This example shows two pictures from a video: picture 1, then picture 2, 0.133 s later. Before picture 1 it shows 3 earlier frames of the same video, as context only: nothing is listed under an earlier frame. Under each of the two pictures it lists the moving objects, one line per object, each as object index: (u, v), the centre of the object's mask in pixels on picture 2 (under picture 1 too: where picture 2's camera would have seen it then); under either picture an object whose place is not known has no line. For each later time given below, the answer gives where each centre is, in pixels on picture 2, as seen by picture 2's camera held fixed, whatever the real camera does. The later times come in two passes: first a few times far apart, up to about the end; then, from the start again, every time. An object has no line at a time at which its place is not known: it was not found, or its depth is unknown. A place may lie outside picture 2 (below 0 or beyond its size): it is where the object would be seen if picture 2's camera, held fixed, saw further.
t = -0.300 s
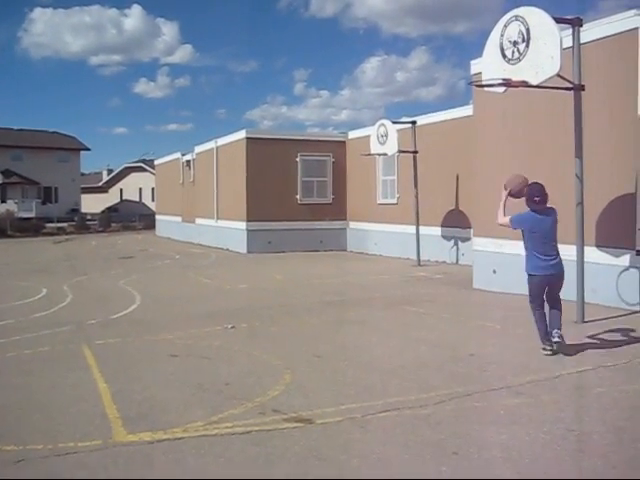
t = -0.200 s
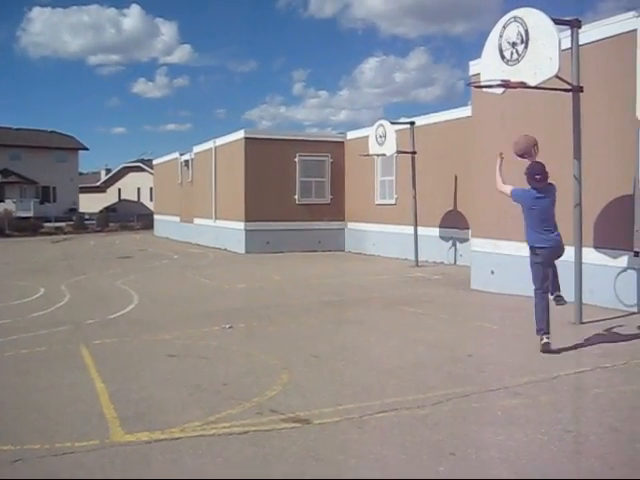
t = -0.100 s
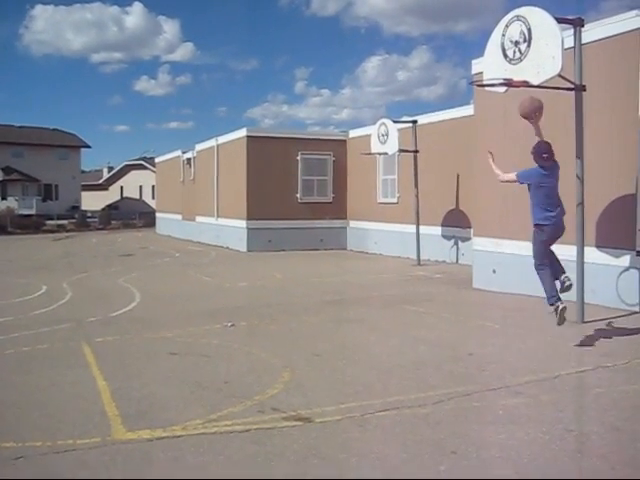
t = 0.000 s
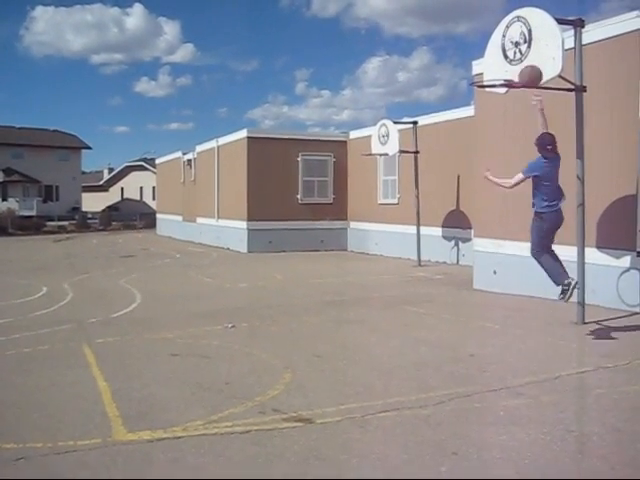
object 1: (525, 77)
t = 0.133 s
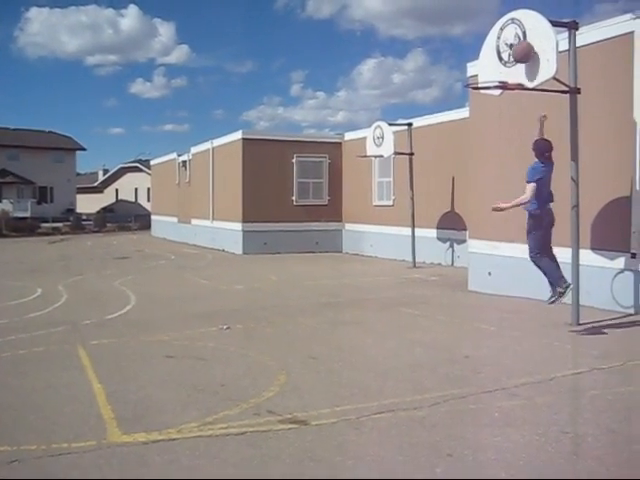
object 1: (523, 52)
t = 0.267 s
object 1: (505, 49)
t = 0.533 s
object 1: (481, 82)
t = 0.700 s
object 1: (493, 102)
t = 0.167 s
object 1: (520, 49)
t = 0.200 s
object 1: (515, 48)
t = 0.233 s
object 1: (510, 48)
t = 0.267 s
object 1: (505, 49)
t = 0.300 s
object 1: (501, 51)
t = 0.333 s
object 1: (496, 53)
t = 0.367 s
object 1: (491, 57)
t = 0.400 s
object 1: (487, 61)
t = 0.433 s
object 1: (482, 67)
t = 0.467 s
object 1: (476, 74)
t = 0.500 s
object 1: (475, 80)
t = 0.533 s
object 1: (481, 82)
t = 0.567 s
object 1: (488, 84)
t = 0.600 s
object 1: (495, 88)
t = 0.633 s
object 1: (498, 92)
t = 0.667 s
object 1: (495, 96)
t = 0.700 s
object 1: (493, 102)
